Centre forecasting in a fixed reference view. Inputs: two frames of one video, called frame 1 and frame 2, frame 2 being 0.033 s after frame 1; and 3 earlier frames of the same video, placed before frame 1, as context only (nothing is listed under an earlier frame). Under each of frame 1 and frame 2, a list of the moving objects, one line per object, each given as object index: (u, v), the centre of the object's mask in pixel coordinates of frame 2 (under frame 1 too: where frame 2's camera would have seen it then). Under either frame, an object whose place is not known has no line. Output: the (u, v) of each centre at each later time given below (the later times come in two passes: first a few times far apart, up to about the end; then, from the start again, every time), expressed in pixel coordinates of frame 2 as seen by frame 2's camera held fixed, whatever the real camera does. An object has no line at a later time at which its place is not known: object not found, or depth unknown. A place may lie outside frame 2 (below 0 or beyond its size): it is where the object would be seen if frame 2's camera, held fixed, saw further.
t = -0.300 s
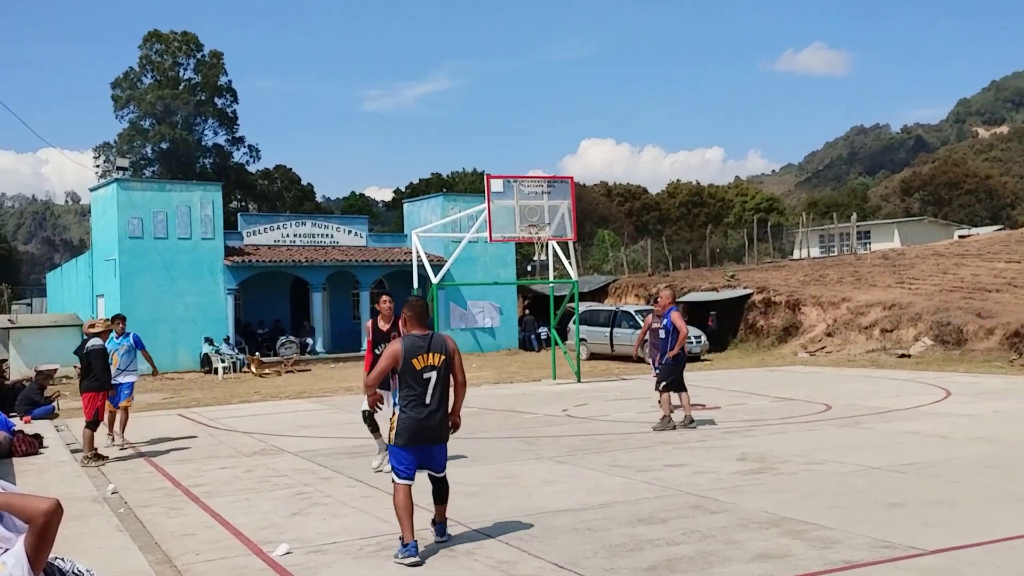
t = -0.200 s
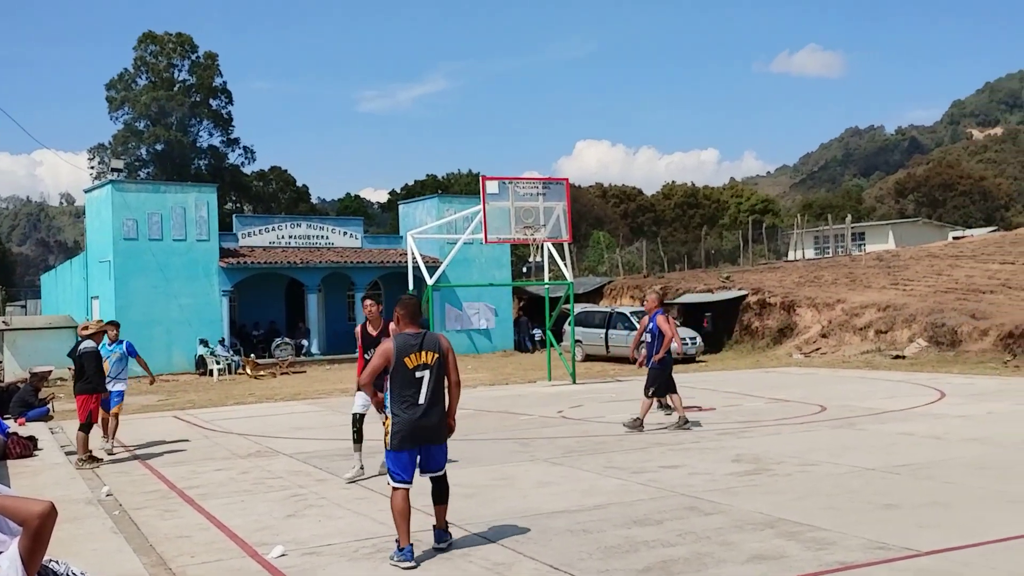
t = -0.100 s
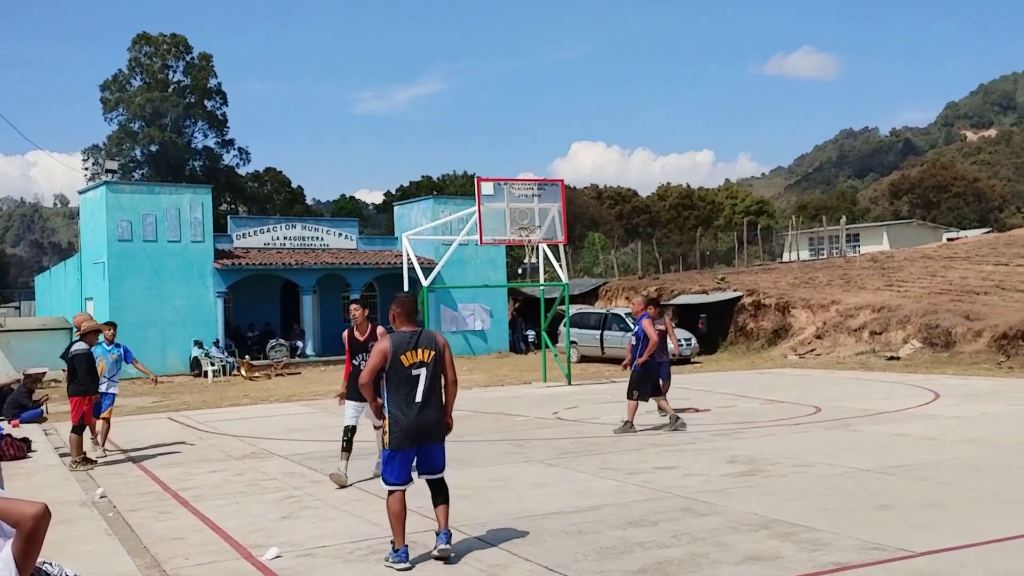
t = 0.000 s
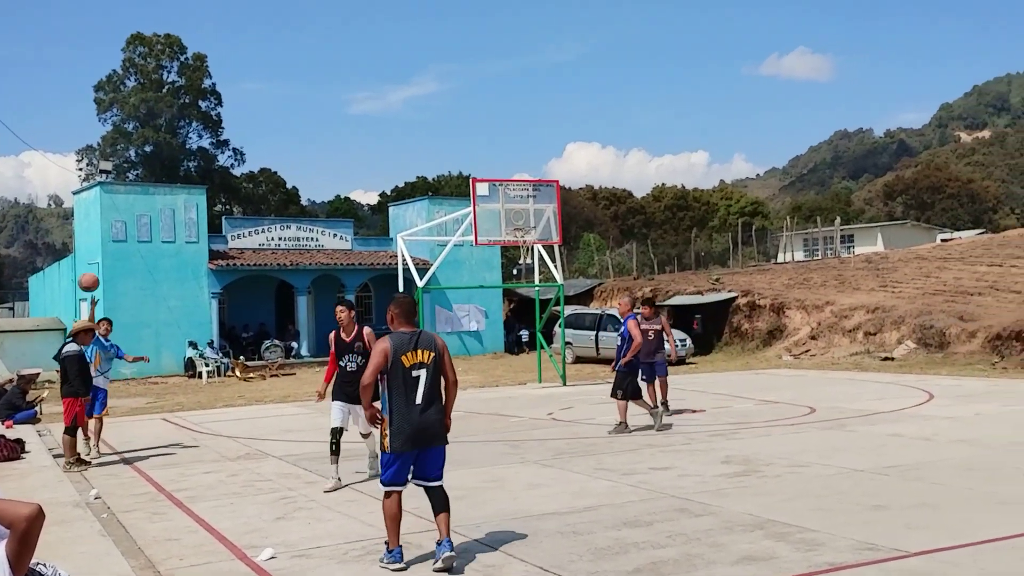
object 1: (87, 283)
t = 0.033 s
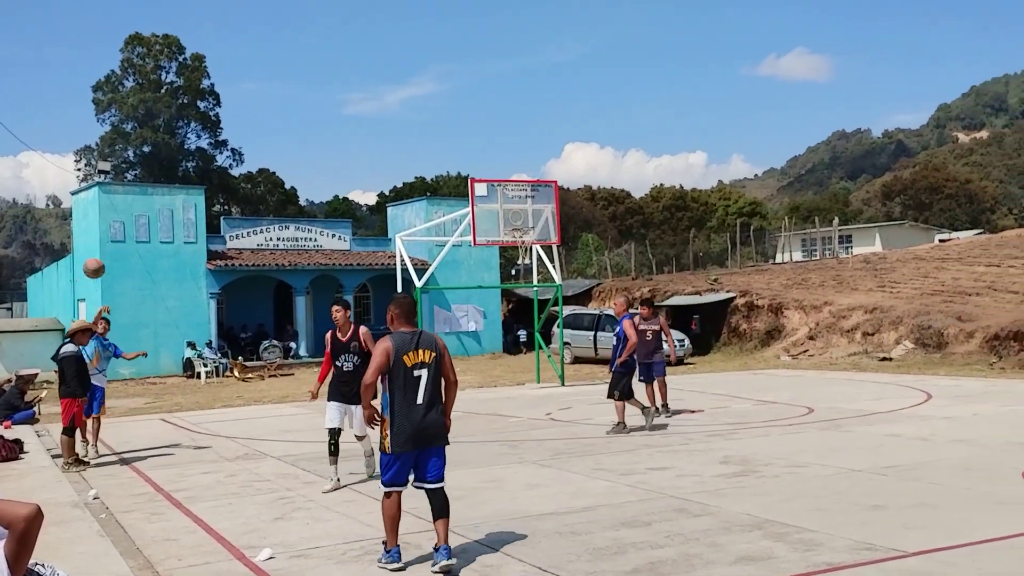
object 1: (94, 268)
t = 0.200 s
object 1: (133, 204)
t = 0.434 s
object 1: (203, 139)
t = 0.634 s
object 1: (284, 116)
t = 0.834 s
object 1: (394, 139)
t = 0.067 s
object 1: (101, 255)
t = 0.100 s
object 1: (109, 241)
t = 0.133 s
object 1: (116, 228)
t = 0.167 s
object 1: (124, 216)
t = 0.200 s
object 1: (133, 204)
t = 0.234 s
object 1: (142, 193)
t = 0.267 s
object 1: (151, 182)
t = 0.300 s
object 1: (161, 172)
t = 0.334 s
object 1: (171, 163)
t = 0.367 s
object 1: (181, 154)
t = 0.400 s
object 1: (192, 146)
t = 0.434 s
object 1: (203, 139)
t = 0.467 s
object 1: (215, 132)
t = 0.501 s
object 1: (227, 127)
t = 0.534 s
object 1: (241, 122)
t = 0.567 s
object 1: (254, 119)
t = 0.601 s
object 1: (269, 117)
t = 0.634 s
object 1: (284, 116)
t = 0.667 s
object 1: (300, 115)
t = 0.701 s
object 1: (316, 117)
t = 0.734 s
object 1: (334, 120)
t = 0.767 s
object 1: (353, 124)
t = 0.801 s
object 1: (373, 131)
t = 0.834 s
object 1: (394, 139)
